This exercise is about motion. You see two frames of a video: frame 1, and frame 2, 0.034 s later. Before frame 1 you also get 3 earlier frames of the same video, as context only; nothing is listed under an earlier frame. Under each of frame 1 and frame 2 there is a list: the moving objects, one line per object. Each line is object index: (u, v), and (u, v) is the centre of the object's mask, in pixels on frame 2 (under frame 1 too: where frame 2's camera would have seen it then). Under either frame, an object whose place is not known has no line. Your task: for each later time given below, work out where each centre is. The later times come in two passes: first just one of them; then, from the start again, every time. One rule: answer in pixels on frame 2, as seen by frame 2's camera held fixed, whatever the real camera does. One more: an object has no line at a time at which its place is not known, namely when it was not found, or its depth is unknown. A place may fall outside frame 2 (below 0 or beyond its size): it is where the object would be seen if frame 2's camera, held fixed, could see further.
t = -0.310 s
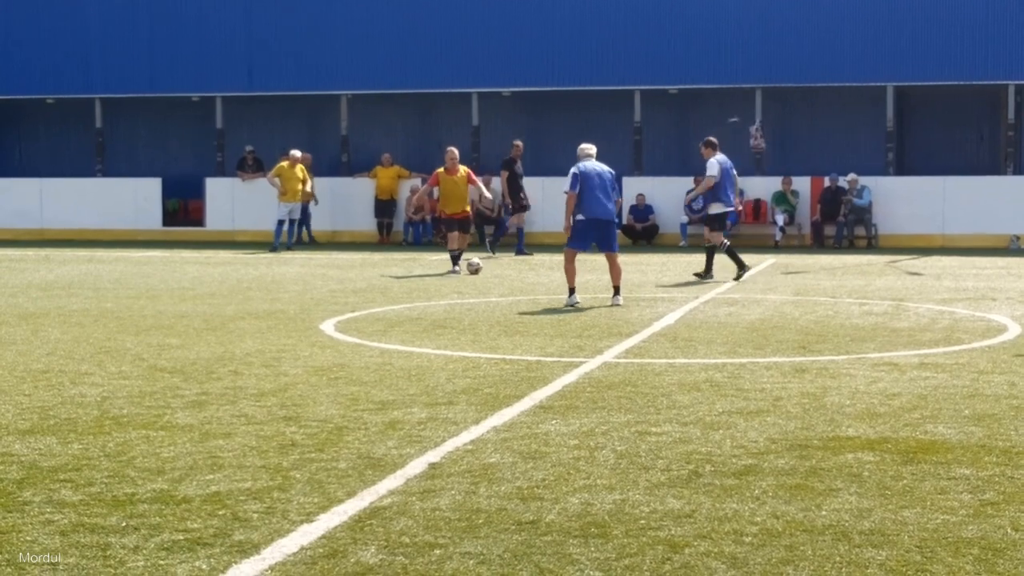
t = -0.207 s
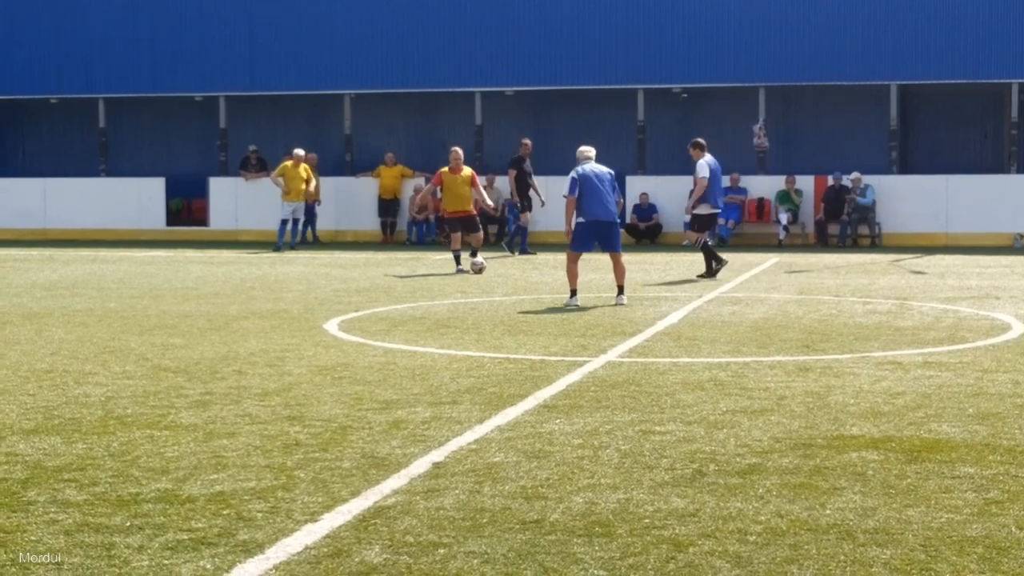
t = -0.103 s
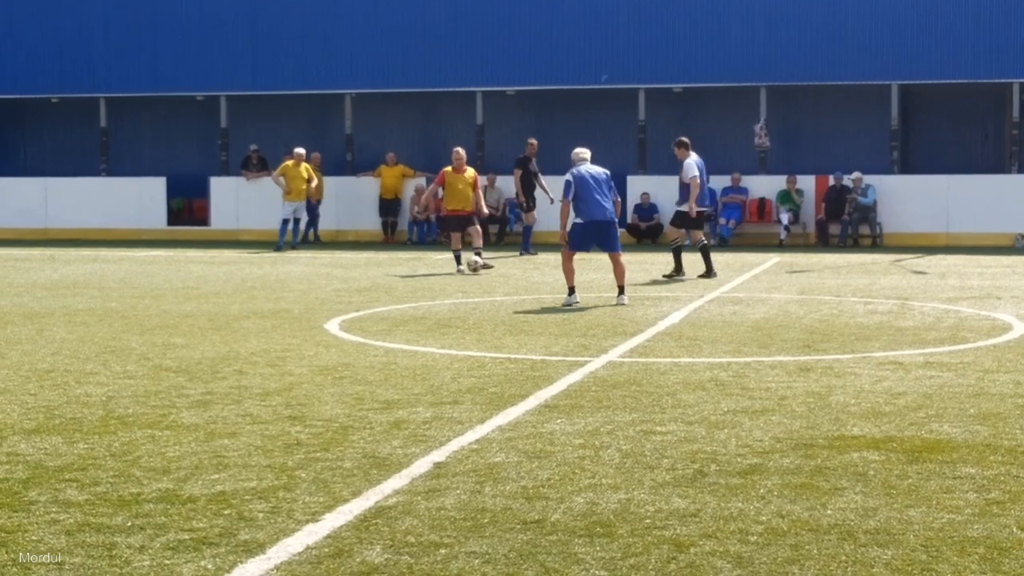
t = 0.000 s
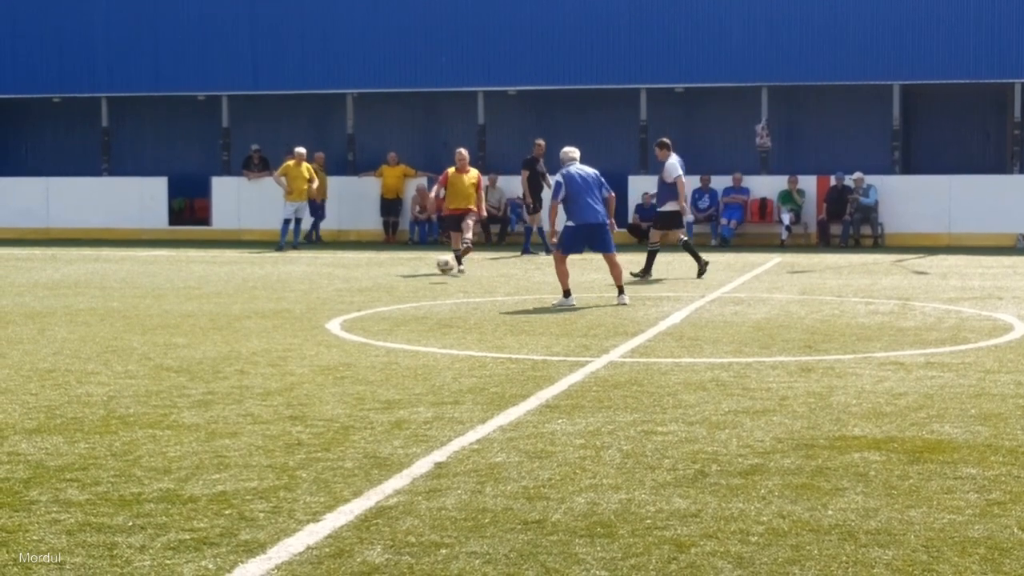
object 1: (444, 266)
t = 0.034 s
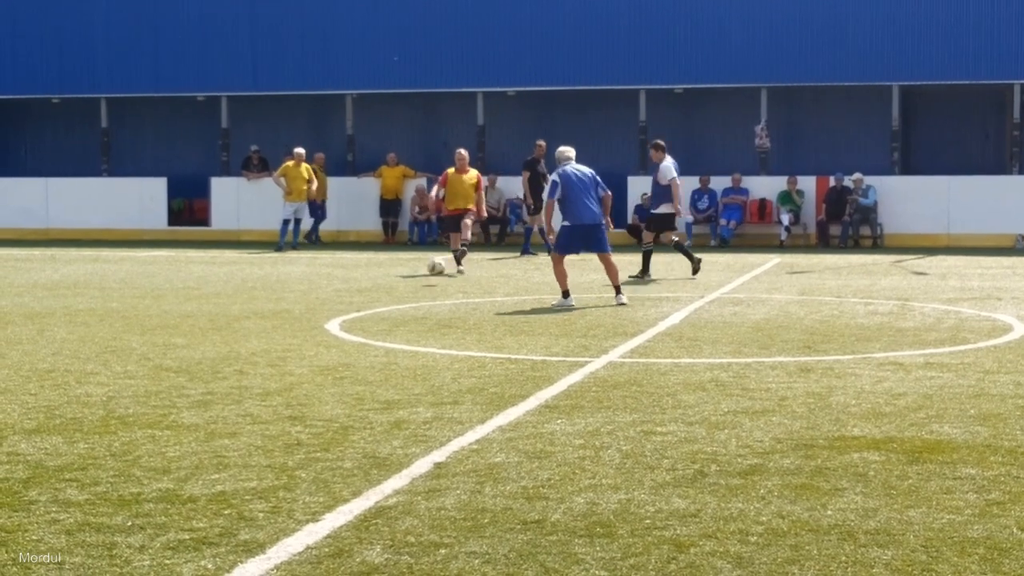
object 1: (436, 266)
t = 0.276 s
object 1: (376, 285)
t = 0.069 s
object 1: (428, 271)
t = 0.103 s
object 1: (418, 276)
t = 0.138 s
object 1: (409, 281)
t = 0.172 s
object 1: (400, 283)
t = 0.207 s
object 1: (391, 283)
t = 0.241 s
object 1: (384, 283)
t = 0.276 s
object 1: (376, 285)
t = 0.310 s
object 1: (367, 287)
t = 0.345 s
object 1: (359, 292)
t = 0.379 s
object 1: (350, 295)
